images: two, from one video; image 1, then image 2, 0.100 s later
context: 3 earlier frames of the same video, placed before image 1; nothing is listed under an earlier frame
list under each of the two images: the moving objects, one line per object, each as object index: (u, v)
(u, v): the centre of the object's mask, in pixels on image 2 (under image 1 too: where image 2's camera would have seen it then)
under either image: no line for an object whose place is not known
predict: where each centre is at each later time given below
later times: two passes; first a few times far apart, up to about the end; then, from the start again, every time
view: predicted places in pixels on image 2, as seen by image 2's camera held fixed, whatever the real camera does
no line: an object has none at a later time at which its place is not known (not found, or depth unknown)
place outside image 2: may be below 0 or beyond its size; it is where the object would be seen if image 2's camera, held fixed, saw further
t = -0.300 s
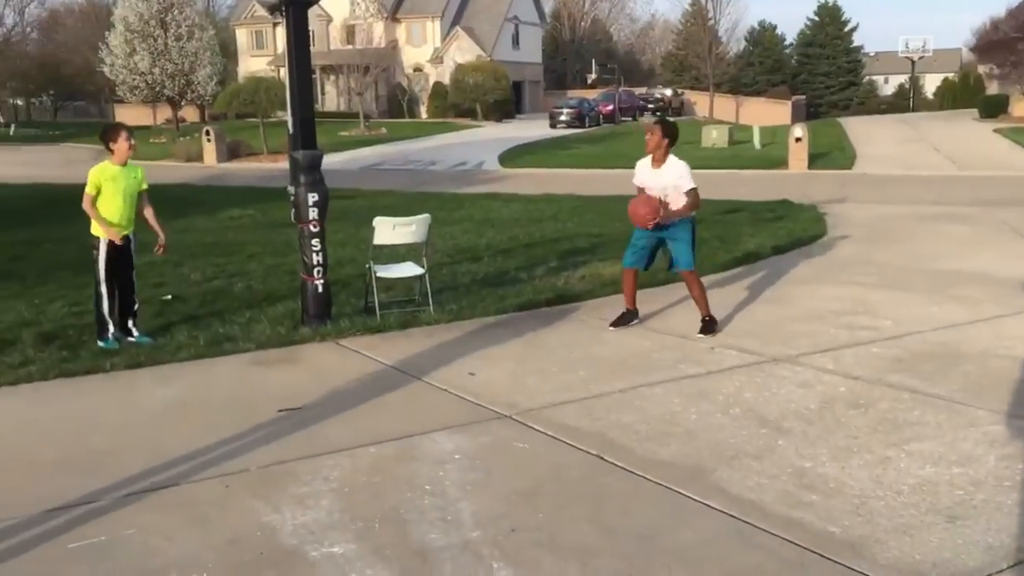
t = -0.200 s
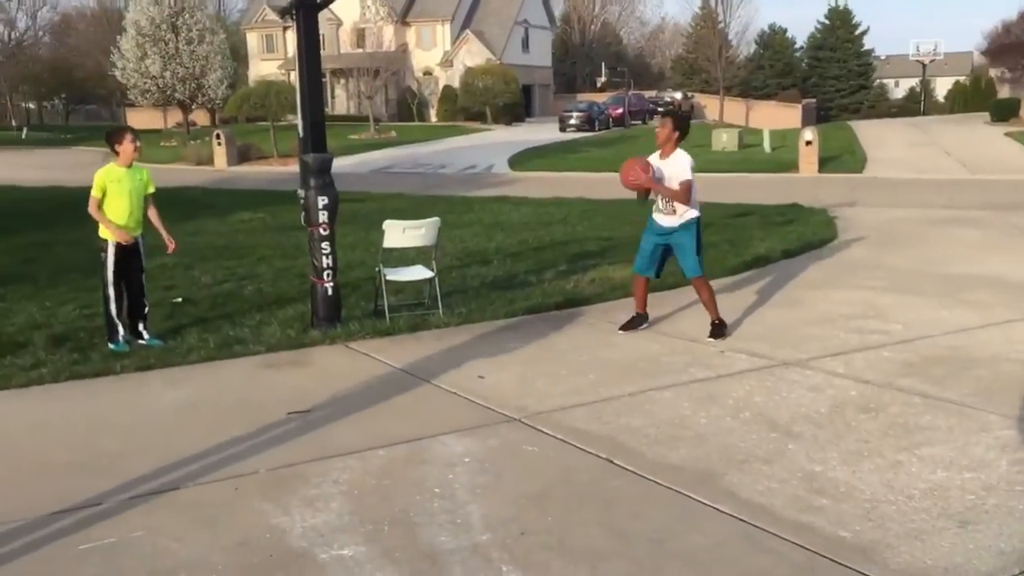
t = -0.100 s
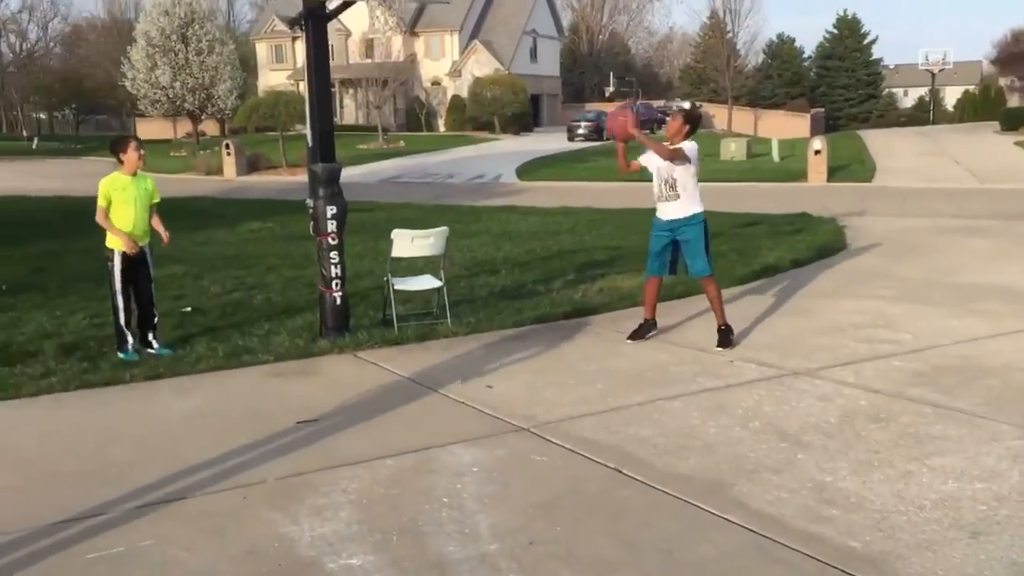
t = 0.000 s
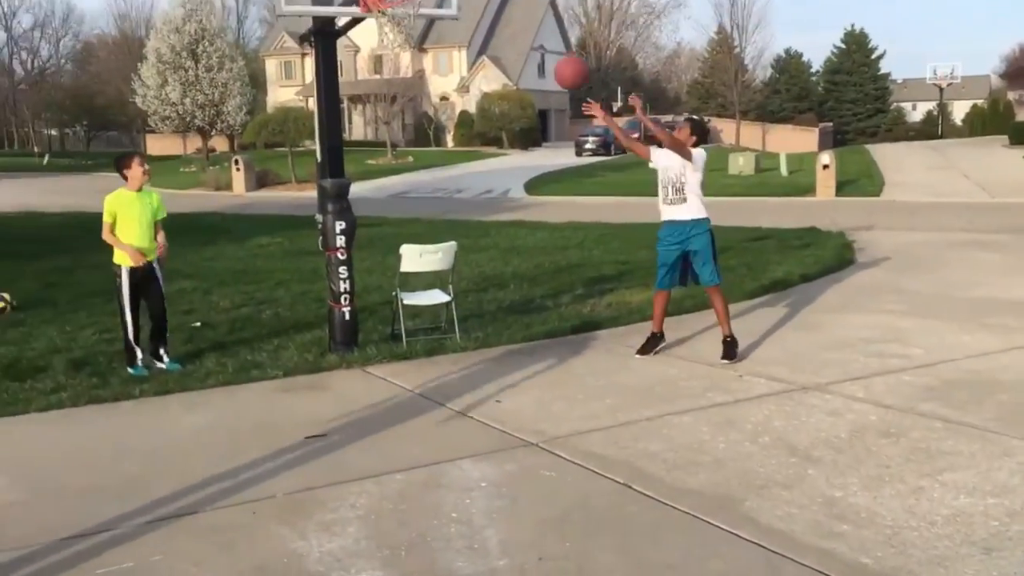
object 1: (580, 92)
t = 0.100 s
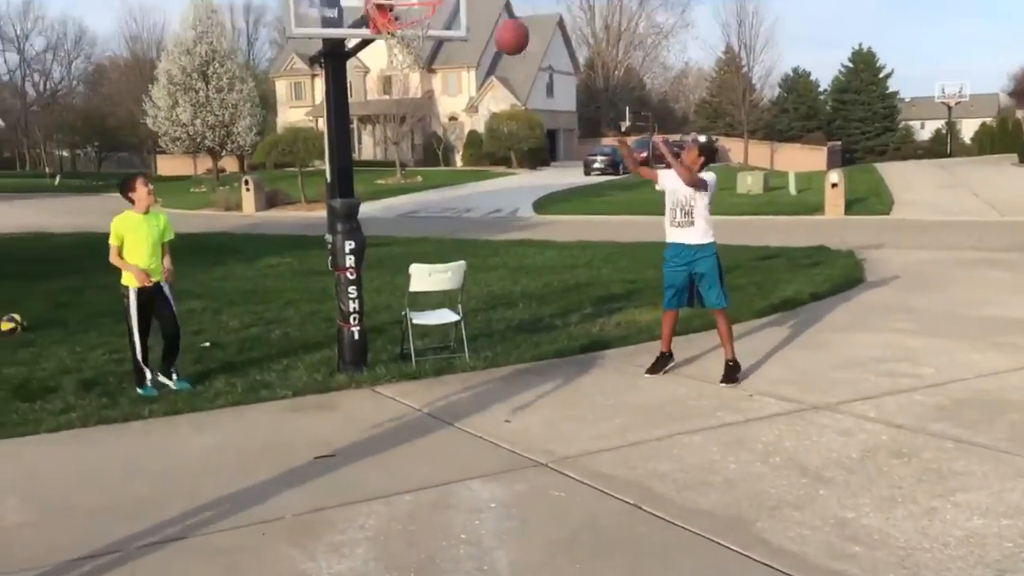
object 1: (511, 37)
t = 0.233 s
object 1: (420, -15)
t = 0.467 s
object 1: (337, -28)
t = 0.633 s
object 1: (272, 22)
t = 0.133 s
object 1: (488, 21)
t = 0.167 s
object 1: (465, 7)
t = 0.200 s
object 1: (445, -5)
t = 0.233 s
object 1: (420, -15)
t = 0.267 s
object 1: (409, -23)
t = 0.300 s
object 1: (398, -26)
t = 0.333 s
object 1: (386, -31)
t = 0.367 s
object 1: (374, -32)
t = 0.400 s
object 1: (362, -32)
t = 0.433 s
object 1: (349, -31)
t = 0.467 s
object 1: (337, -28)
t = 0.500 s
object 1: (324, -22)
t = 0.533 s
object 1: (311, -14)
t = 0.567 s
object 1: (298, -4)
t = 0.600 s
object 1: (285, 8)
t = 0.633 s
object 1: (272, 22)
